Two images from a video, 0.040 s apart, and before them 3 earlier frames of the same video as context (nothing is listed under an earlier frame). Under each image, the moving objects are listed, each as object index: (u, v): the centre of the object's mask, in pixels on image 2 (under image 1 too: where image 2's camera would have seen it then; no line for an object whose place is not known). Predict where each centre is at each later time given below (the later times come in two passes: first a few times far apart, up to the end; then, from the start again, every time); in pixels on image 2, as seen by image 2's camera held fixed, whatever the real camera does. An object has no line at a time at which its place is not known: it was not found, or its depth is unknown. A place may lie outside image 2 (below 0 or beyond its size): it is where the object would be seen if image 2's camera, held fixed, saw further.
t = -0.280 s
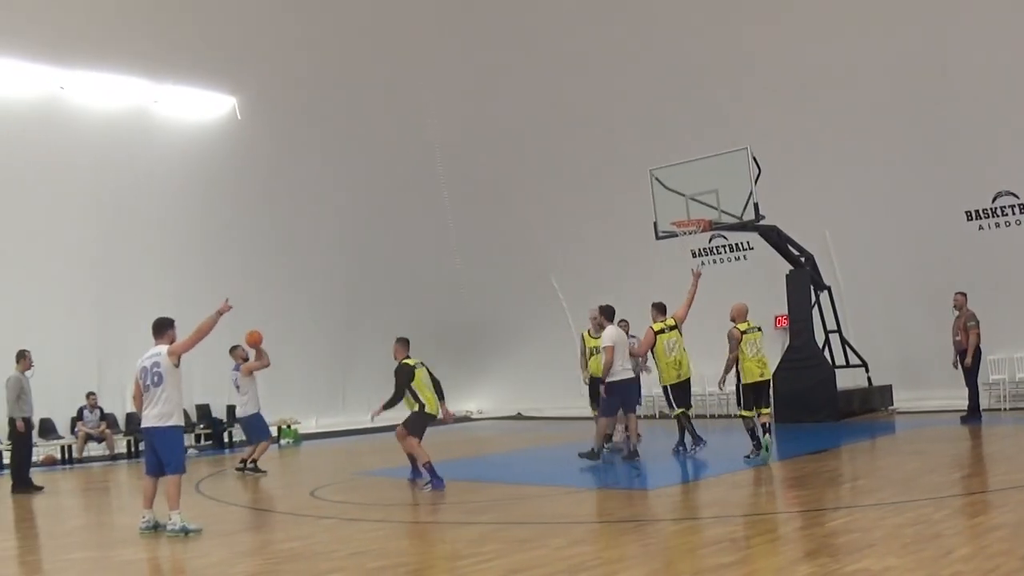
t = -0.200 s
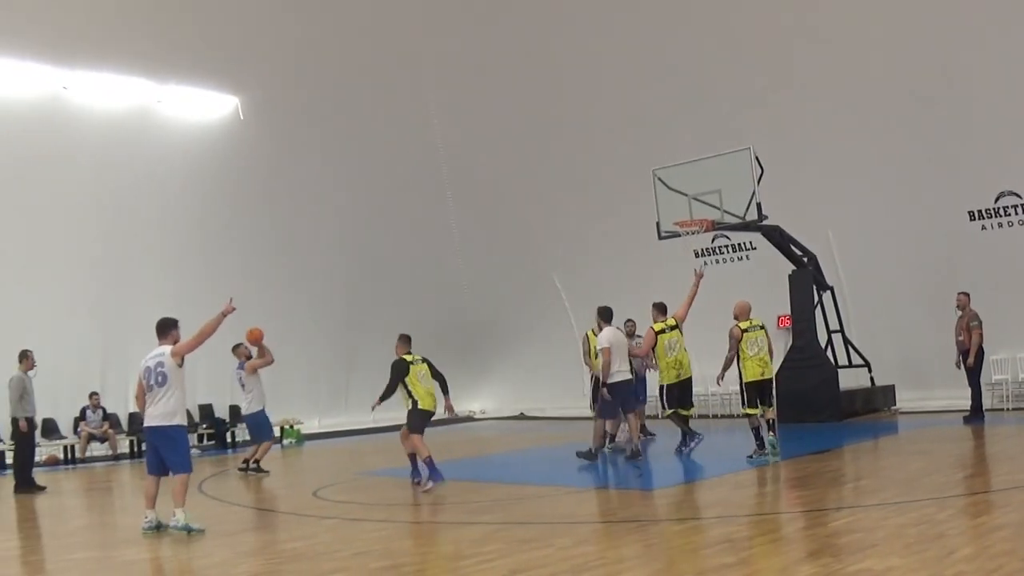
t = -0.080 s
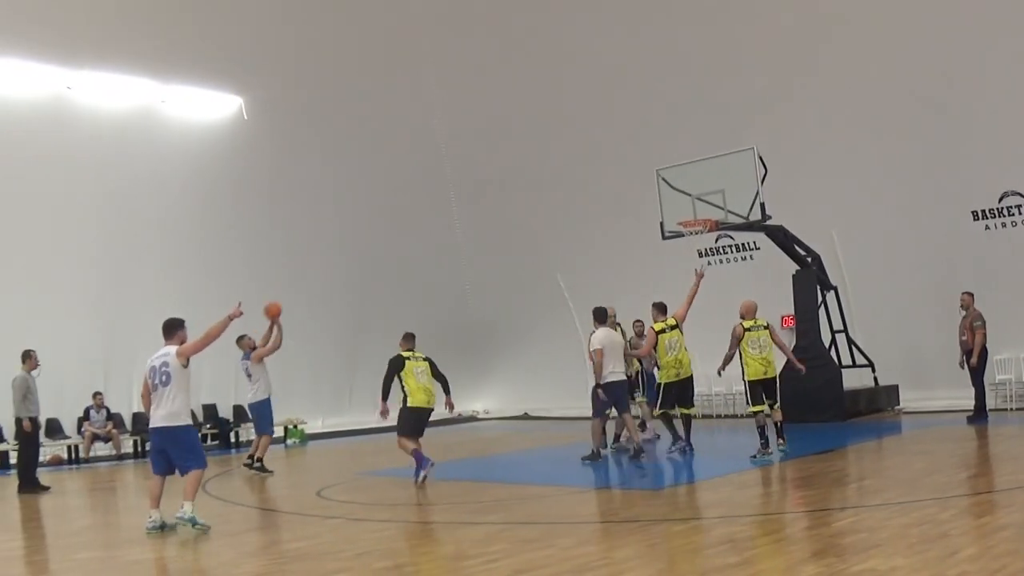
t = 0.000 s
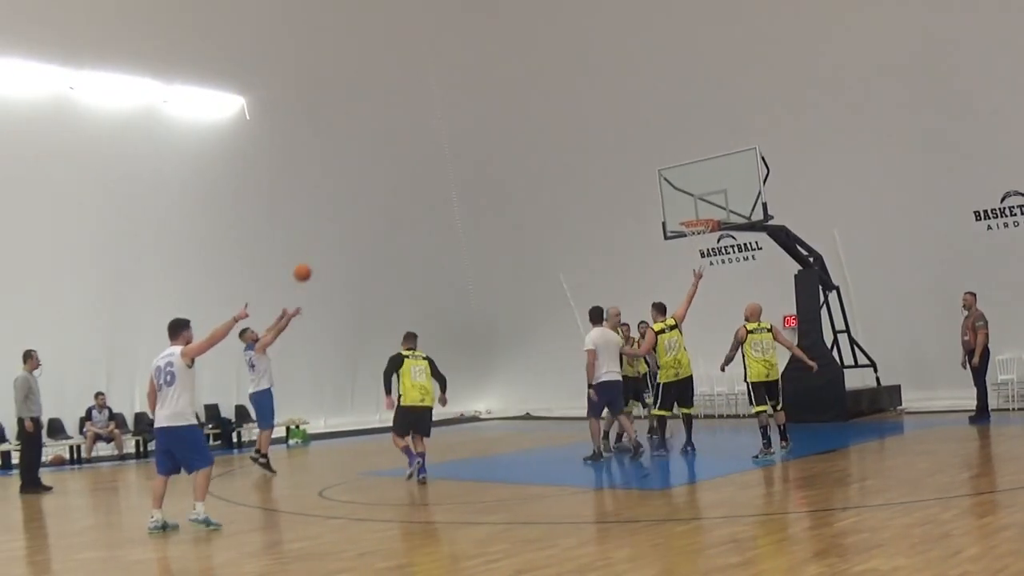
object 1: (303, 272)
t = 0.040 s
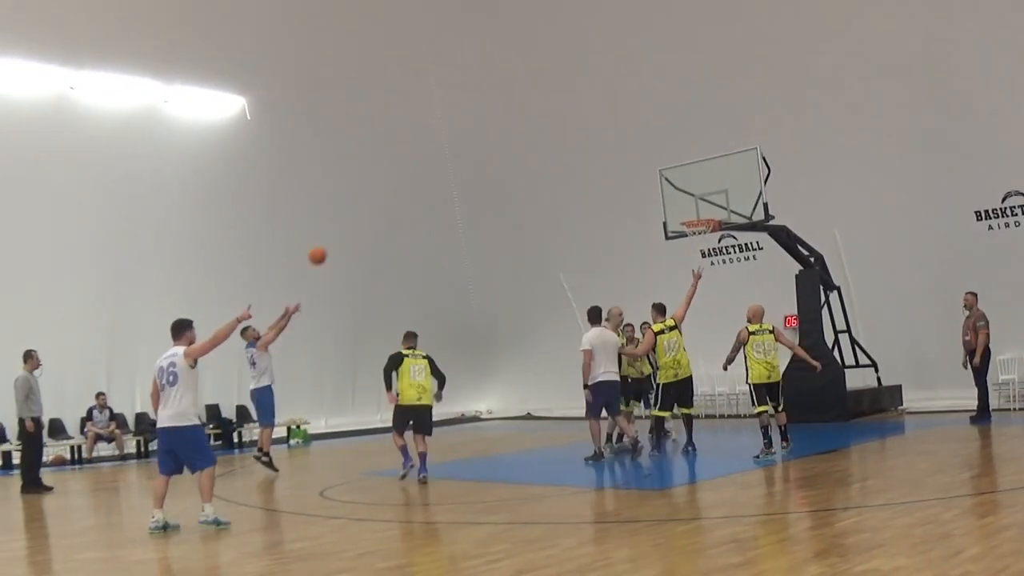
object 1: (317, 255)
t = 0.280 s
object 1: (403, 177)
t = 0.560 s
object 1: (501, 137)
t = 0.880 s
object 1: (614, 159)
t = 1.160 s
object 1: (711, 235)
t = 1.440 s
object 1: (708, 260)
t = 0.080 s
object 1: (331, 239)
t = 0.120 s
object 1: (345, 225)
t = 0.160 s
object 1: (360, 211)
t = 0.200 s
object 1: (374, 198)
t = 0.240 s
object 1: (388, 187)
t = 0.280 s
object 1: (403, 177)
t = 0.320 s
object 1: (417, 168)
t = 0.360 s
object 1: (431, 159)
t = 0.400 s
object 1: (445, 153)
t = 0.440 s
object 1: (459, 146)
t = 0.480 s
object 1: (473, 142)
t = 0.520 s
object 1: (488, 139)
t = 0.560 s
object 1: (501, 137)
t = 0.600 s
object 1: (516, 136)
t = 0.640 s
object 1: (529, 136)
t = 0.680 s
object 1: (544, 137)
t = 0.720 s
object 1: (558, 139)
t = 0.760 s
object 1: (572, 143)
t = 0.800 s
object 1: (586, 147)
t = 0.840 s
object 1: (600, 153)
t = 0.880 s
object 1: (614, 159)
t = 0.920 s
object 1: (628, 167)
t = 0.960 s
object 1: (642, 176)
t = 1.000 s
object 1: (656, 186)
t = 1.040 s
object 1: (670, 197)
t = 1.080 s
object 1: (685, 209)
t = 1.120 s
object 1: (696, 219)
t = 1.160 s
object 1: (711, 235)
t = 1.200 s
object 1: (710, 235)
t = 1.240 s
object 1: (710, 235)
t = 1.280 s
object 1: (709, 238)
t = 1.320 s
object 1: (708, 241)
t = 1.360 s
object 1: (708, 247)
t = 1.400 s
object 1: (708, 253)
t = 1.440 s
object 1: (708, 260)
